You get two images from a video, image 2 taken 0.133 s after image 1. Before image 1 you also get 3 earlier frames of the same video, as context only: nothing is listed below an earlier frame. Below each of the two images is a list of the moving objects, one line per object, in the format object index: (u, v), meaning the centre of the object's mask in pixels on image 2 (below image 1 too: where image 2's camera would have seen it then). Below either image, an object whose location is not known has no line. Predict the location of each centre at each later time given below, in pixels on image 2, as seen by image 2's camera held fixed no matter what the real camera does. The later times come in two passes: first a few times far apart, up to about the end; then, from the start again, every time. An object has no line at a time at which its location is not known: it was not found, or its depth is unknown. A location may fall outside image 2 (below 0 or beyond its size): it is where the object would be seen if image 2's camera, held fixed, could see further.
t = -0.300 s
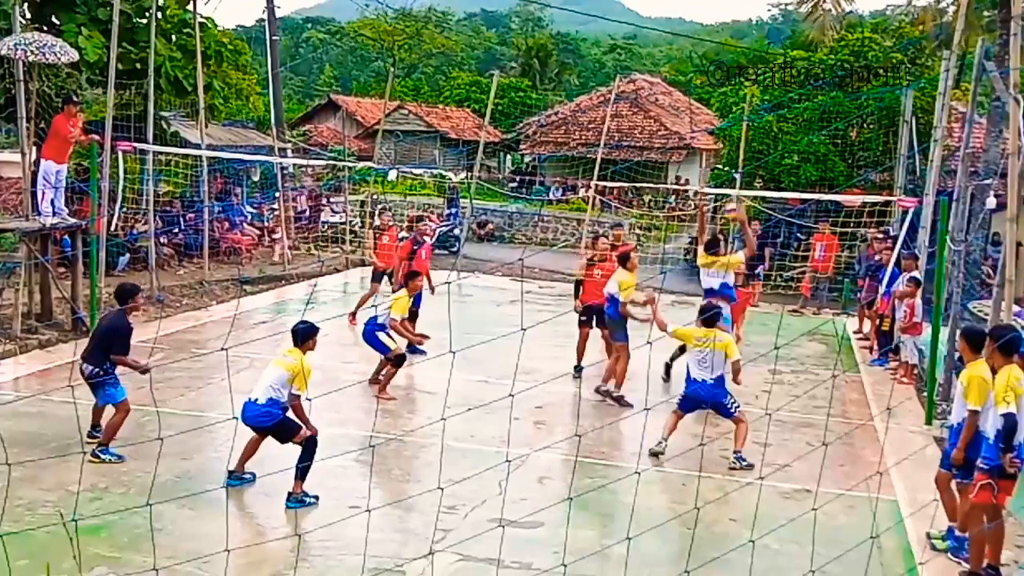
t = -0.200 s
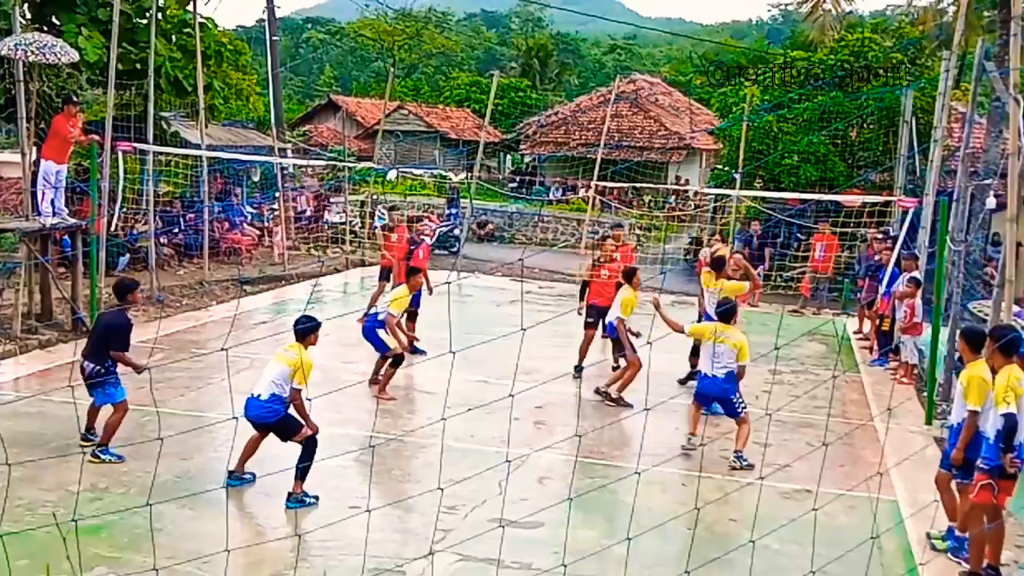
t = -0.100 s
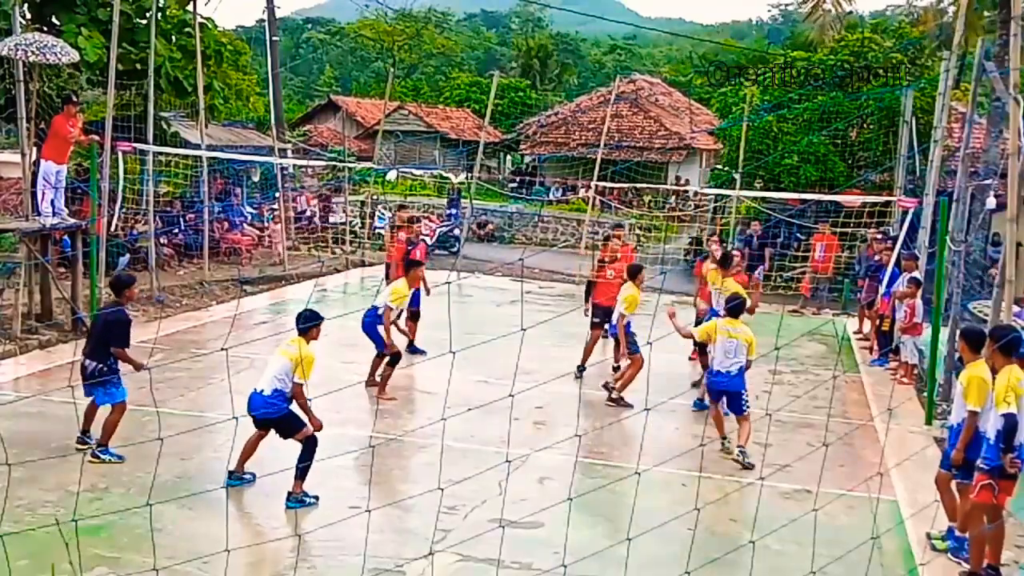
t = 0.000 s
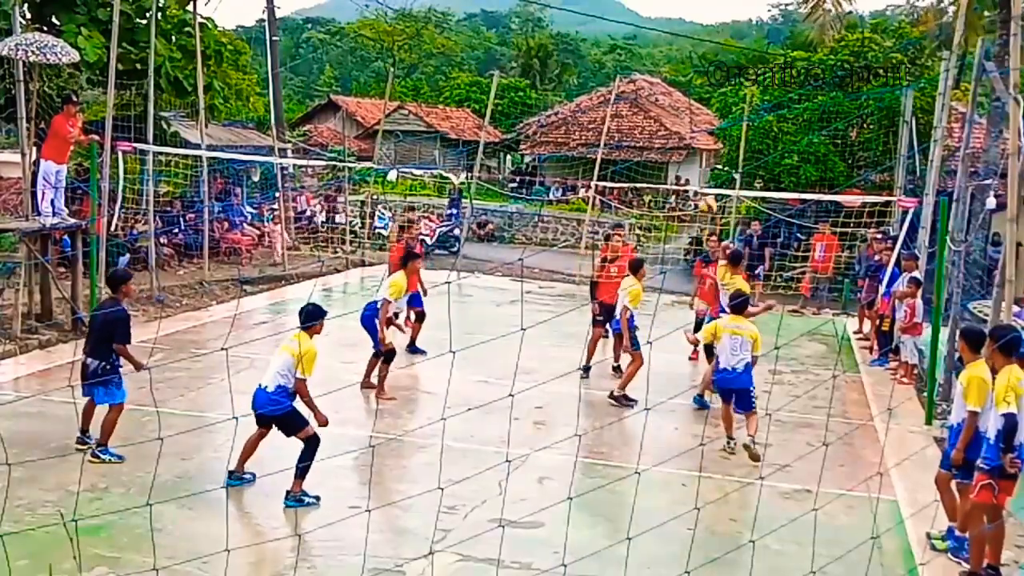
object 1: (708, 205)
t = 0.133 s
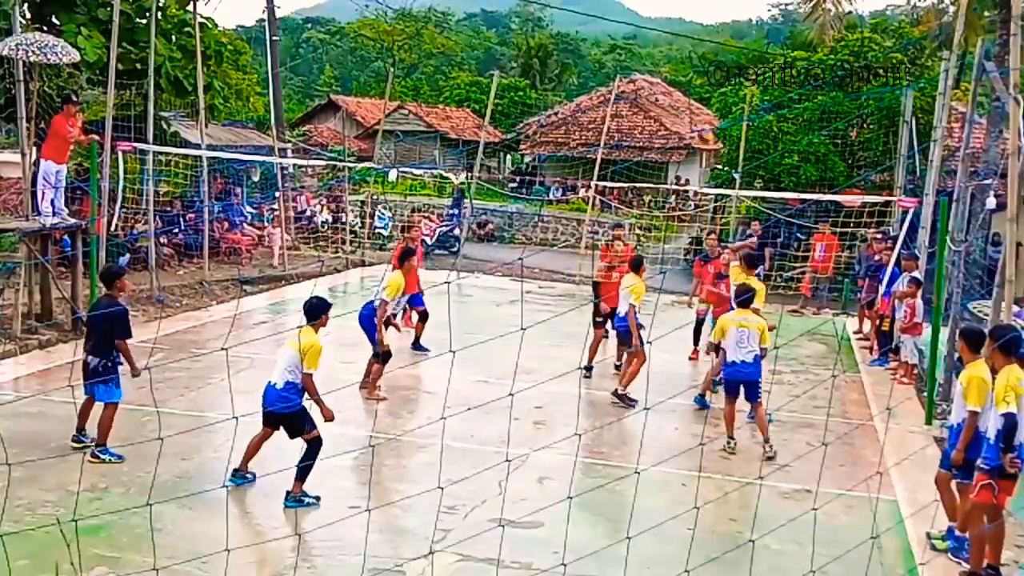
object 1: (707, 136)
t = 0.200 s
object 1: (700, 105)
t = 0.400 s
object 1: (692, 37)
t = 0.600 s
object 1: (680, 7)
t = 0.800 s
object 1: (664, 14)
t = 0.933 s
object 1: (652, 37)
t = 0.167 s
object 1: (704, 120)
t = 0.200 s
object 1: (700, 105)
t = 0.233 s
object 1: (700, 92)
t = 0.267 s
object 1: (698, 79)
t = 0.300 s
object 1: (697, 67)
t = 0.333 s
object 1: (695, 56)
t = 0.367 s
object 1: (694, 46)
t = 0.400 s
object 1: (692, 37)
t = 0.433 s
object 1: (691, 30)
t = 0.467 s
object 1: (687, 24)
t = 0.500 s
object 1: (685, 18)
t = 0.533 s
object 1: (684, 13)
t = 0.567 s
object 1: (681, 10)
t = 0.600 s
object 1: (680, 7)
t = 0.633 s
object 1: (678, 6)
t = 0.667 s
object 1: (675, 6)
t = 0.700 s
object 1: (672, 6)
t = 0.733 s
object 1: (669, 7)
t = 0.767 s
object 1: (667, 9)
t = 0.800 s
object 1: (664, 14)
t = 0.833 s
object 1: (661, 18)
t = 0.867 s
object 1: (659, 24)
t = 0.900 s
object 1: (656, 29)
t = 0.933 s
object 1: (652, 37)
